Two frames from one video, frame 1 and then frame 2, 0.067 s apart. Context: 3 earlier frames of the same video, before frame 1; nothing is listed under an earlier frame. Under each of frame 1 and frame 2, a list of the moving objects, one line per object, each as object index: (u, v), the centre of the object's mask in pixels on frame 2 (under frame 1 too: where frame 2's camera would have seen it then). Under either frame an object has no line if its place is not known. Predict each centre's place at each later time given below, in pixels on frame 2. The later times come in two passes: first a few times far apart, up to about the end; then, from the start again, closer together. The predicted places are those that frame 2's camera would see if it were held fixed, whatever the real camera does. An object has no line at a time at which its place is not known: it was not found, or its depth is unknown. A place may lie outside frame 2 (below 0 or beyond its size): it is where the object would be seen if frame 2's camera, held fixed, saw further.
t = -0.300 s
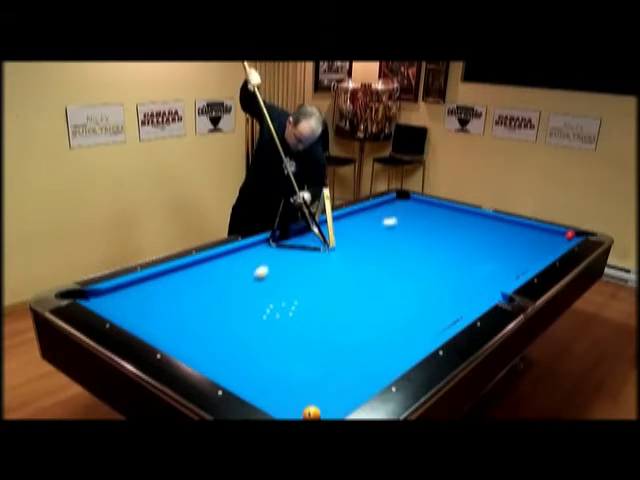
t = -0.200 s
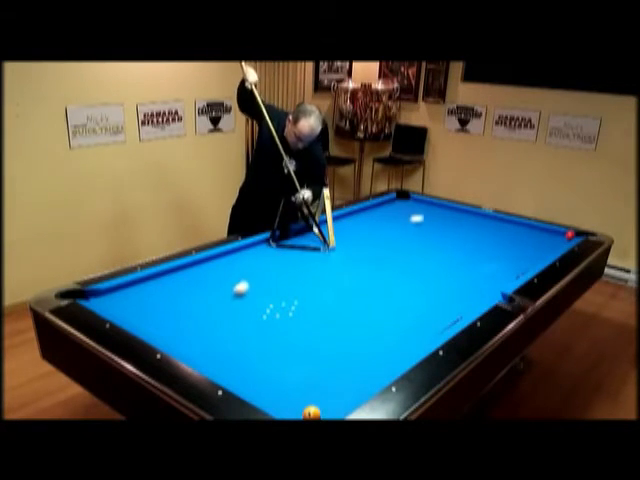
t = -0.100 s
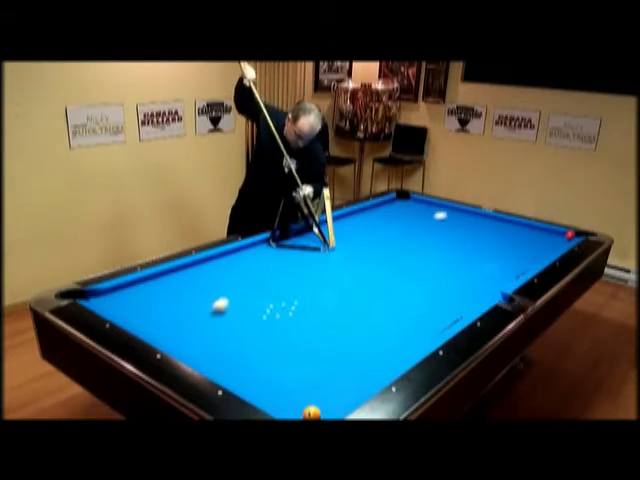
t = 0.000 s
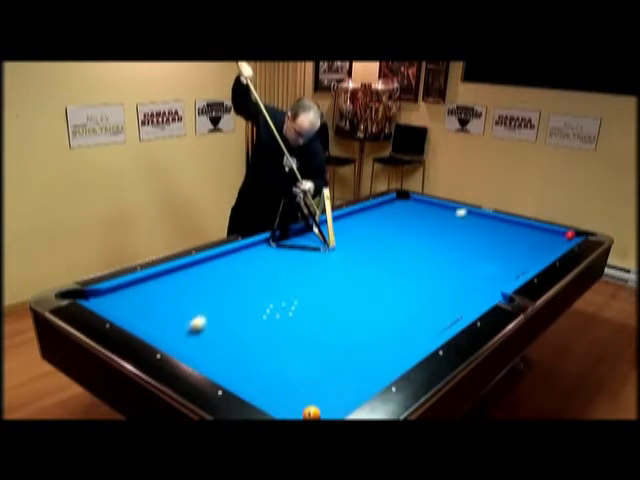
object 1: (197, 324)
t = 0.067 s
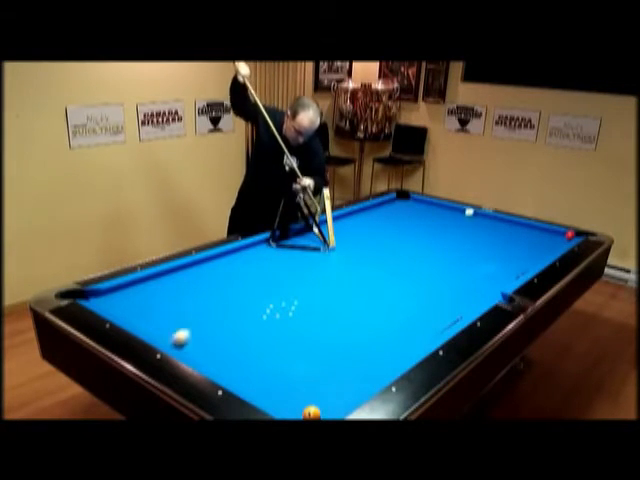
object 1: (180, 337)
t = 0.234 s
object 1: (216, 332)
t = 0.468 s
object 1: (265, 322)
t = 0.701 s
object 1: (309, 313)
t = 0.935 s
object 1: (349, 306)
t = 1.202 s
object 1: (389, 298)
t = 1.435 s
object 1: (422, 292)
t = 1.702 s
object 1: (456, 285)
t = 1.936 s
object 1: (484, 280)
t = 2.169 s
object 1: (509, 275)
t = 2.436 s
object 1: (518, 268)
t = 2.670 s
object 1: (526, 261)
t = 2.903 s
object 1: (534, 255)
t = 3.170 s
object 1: (541, 249)
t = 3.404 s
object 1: (548, 244)
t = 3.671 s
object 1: (554, 238)
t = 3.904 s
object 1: (560, 234)
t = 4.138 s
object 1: (556, 232)
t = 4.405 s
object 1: (549, 232)
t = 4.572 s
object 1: (545, 233)
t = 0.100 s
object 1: (177, 341)
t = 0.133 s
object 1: (186, 340)
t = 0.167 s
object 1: (196, 338)
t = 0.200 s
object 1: (206, 335)
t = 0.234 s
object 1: (216, 332)
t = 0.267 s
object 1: (224, 330)
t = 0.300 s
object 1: (232, 329)
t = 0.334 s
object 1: (238, 328)
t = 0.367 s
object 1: (245, 326)
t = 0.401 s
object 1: (252, 325)
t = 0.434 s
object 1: (259, 323)
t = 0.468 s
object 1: (265, 322)
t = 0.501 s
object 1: (271, 320)
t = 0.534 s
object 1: (278, 320)
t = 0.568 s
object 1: (284, 318)
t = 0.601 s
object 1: (291, 317)
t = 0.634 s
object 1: (297, 316)
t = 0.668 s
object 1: (303, 315)
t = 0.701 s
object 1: (309, 313)
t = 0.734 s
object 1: (315, 312)
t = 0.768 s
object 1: (321, 311)
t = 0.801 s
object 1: (327, 310)
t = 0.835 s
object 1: (332, 309)
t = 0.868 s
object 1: (338, 308)
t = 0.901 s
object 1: (343, 307)
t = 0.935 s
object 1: (349, 306)
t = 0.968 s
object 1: (354, 305)
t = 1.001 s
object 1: (359, 304)
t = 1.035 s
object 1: (365, 303)
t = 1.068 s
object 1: (370, 302)
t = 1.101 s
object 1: (375, 301)
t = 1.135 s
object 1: (380, 300)
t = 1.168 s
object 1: (384, 299)
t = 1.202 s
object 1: (389, 298)
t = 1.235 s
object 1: (394, 297)
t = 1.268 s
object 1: (399, 296)
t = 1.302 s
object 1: (404, 295)
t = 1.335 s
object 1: (409, 294)
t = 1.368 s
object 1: (413, 294)
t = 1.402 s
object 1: (418, 293)
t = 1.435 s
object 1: (422, 292)
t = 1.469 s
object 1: (426, 291)
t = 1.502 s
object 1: (430, 290)
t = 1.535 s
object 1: (436, 289)
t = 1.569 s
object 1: (440, 288)
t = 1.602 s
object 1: (444, 287)
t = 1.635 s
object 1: (448, 287)
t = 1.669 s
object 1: (453, 286)
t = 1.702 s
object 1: (456, 285)
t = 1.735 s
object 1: (461, 284)
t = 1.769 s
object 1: (465, 283)
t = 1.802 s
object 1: (469, 283)
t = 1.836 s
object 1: (472, 282)
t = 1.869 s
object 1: (477, 281)
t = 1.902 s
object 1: (480, 280)
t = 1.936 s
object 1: (484, 280)
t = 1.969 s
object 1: (488, 279)
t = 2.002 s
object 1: (491, 278)
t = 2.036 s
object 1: (495, 278)
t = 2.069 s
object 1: (498, 277)
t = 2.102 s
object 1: (502, 276)
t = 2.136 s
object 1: (505, 275)
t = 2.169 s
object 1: (509, 275)
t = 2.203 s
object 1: (510, 274)
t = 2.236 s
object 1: (512, 272)
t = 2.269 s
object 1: (513, 272)
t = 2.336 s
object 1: (514, 270)
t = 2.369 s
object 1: (516, 269)
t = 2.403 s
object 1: (517, 269)
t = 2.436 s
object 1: (518, 268)
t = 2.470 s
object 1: (519, 266)
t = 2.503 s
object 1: (520, 266)
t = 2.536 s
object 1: (522, 264)
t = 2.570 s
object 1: (522, 264)
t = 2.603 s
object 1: (524, 262)
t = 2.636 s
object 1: (525, 262)
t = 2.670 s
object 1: (526, 261)
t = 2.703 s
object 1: (527, 260)
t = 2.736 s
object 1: (528, 259)
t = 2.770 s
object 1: (529, 258)
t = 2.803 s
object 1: (530, 257)
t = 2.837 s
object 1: (532, 257)
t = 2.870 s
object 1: (533, 256)
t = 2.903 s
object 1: (534, 255)
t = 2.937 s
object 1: (535, 254)
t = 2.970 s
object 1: (536, 253)
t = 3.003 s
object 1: (537, 253)
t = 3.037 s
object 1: (538, 252)
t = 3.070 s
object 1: (539, 251)
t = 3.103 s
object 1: (539, 250)
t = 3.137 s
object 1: (541, 249)
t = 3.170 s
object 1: (541, 249)
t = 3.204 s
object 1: (542, 248)
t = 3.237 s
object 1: (543, 247)
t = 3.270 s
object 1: (544, 246)
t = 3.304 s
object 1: (545, 245)
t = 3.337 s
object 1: (546, 245)
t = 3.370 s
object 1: (547, 244)
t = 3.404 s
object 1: (548, 244)
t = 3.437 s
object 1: (549, 243)
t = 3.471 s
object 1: (550, 242)
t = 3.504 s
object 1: (550, 242)
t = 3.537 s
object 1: (551, 241)
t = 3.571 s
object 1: (552, 241)
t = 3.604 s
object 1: (553, 240)
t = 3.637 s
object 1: (553, 239)
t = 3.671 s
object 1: (554, 238)
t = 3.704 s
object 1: (555, 238)
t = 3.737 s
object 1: (556, 237)
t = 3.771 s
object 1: (557, 237)
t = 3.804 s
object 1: (557, 236)
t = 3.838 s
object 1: (558, 236)
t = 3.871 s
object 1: (559, 235)
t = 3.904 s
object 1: (560, 234)
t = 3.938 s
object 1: (560, 234)
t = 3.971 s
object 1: (560, 233)
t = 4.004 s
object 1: (559, 233)
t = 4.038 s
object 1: (559, 232)
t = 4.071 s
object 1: (558, 232)
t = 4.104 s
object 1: (557, 232)
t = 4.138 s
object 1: (556, 232)
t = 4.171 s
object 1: (555, 232)
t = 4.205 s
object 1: (554, 232)
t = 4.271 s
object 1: (553, 232)
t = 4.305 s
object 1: (552, 232)
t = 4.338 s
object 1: (551, 232)
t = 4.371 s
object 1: (550, 232)
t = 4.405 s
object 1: (549, 232)
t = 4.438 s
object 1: (548, 233)
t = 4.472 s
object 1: (547, 233)
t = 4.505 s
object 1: (546, 233)
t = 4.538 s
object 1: (546, 233)
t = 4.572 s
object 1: (545, 233)
